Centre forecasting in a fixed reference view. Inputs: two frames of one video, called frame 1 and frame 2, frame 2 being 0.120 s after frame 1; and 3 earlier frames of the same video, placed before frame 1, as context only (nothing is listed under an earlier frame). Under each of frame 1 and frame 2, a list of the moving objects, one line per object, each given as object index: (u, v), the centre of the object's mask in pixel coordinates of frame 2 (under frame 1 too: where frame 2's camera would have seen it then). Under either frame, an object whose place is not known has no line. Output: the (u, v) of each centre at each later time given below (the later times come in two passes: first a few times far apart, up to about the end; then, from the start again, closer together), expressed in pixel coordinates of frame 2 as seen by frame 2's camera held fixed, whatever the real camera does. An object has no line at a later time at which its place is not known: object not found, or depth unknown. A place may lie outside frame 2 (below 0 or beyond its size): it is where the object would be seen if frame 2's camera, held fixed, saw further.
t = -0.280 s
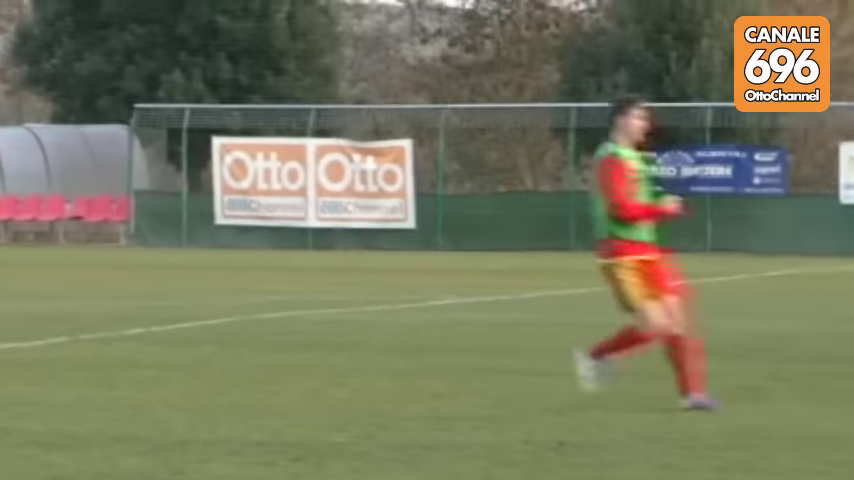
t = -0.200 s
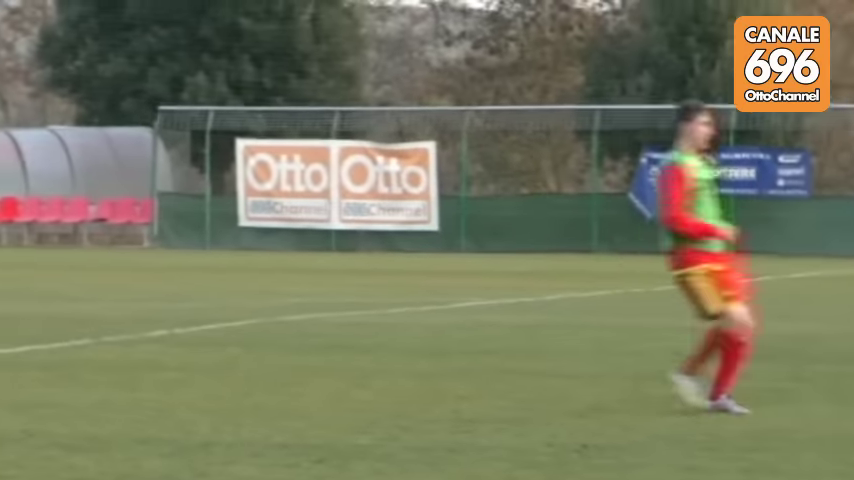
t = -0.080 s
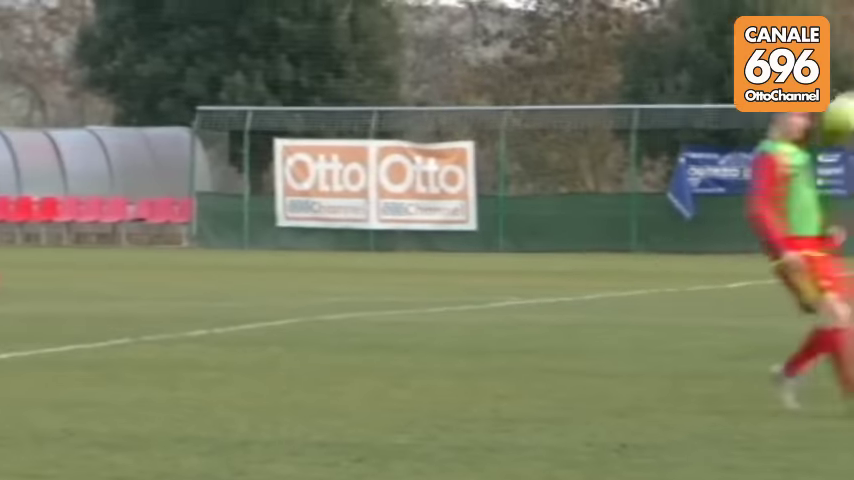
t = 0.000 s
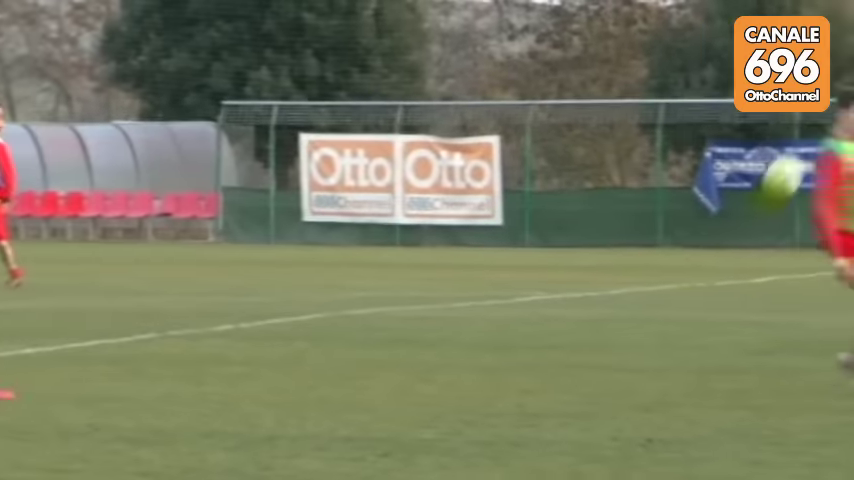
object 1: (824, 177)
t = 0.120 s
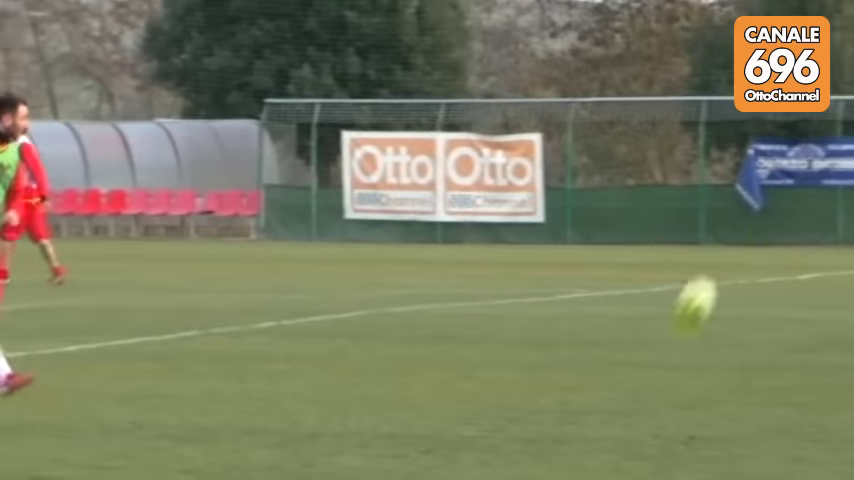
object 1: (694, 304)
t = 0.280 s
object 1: (550, 282)
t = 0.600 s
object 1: (288, 119)
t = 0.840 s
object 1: (84, 113)
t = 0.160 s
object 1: (652, 351)
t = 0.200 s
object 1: (616, 349)
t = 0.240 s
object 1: (584, 314)
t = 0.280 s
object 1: (550, 282)
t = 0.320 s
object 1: (519, 252)
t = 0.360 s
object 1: (485, 225)
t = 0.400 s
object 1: (452, 199)
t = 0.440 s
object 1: (419, 177)
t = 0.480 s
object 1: (388, 159)
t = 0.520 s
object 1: (353, 141)
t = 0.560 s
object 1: (321, 130)
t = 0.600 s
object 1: (288, 119)
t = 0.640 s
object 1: (254, 110)
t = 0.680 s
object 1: (221, 105)
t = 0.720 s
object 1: (188, 103)
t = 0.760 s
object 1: (154, 103)
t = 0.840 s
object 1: (84, 113)
